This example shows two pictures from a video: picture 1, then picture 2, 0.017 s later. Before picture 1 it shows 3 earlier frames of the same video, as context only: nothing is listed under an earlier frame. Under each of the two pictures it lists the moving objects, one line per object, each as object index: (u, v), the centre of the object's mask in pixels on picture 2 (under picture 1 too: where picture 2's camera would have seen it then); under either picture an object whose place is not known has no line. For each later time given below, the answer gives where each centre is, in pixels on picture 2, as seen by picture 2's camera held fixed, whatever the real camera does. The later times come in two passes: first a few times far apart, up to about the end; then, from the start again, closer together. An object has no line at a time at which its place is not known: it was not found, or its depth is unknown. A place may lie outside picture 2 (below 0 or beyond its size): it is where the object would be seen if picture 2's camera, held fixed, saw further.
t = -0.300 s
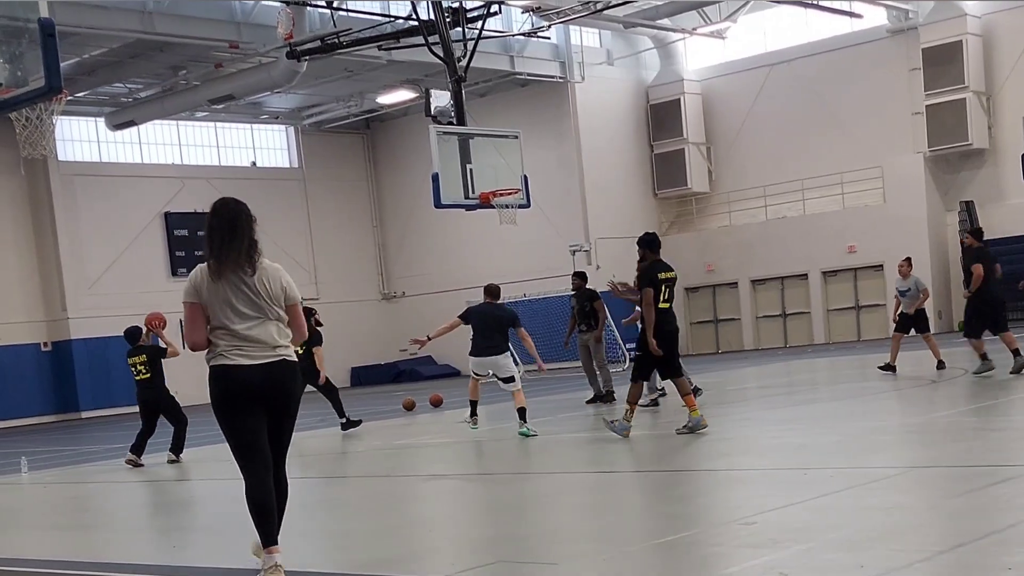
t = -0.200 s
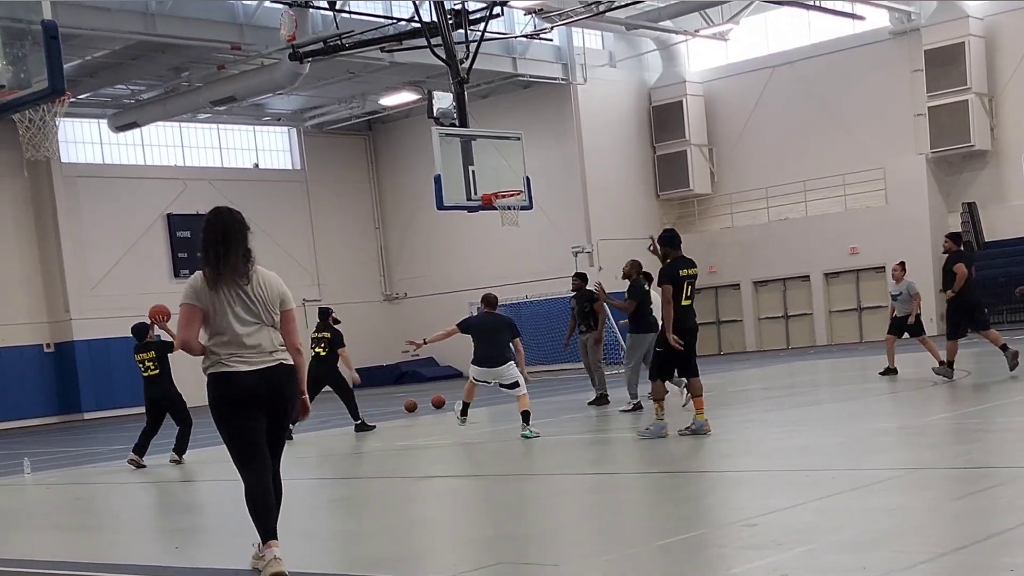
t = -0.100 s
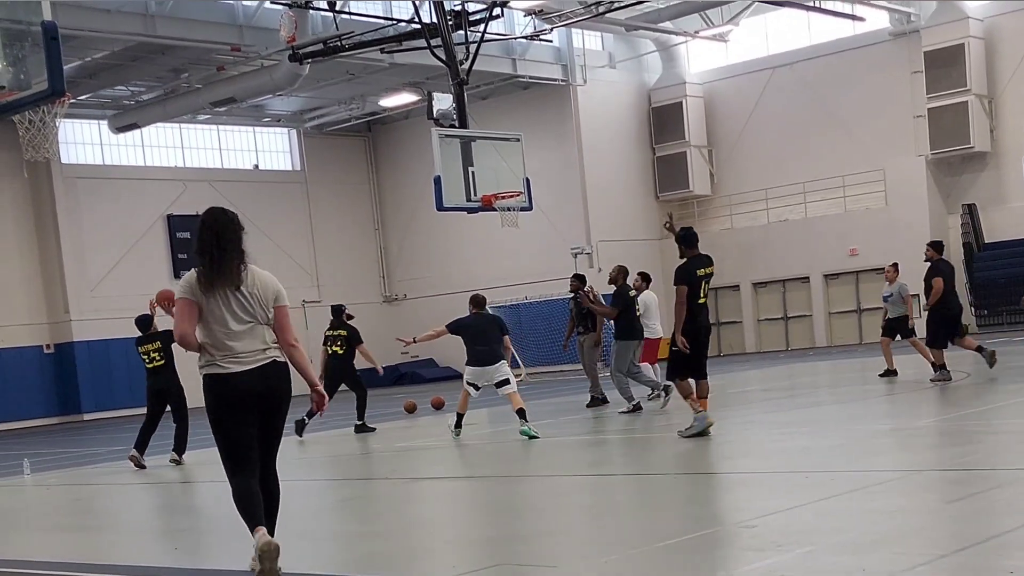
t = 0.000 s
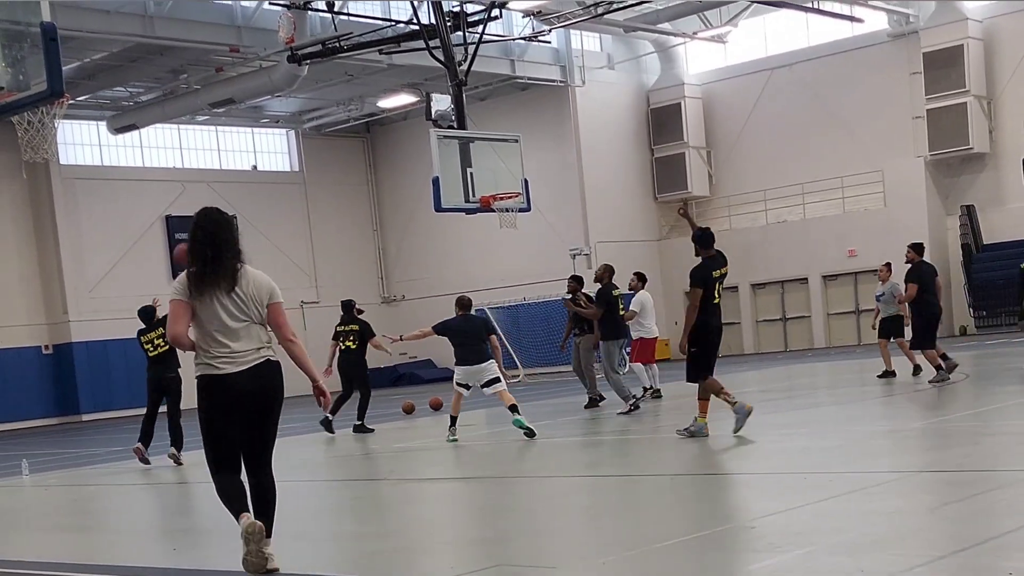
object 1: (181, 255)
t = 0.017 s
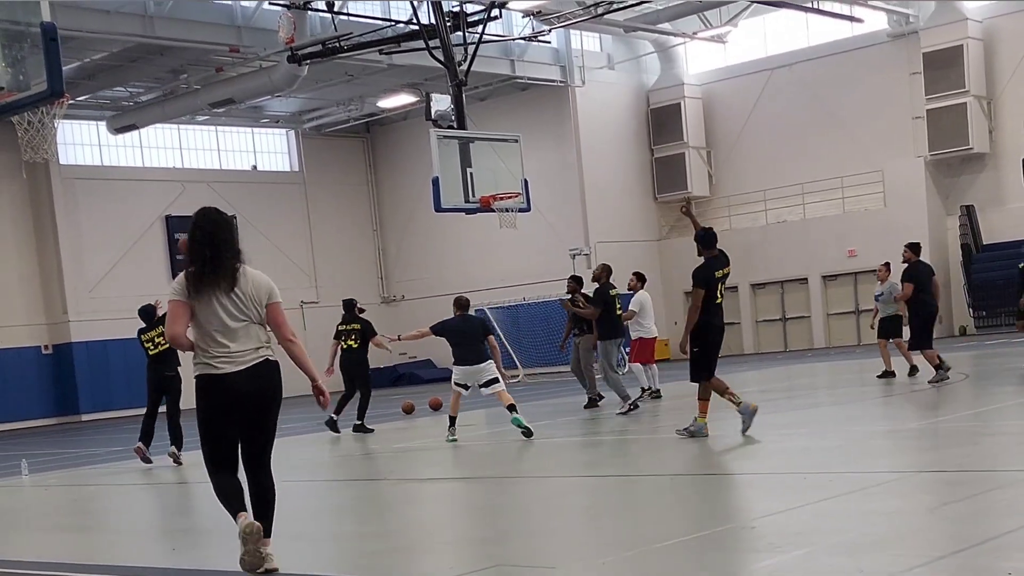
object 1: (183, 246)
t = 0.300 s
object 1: (275, 139)
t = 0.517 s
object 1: (338, 109)
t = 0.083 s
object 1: (212, 206)
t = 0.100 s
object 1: (217, 205)
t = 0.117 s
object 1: (220, 199)
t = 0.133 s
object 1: (226, 193)
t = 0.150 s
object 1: (231, 187)
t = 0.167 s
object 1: (236, 181)
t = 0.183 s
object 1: (241, 175)
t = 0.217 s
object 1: (250, 163)
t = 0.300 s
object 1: (275, 139)
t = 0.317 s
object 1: (280, 136)
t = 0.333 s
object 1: (285, 131)
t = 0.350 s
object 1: (289, 128)
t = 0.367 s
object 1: (295, 125)
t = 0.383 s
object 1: (299, 122)
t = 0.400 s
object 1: (304, 120)
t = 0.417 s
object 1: (309, 118)
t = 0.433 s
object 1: (314, 116)
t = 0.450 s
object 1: (319, 114)
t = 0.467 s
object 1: (323, 113)
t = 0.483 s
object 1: (328, 111)
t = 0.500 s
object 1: (333, 110)
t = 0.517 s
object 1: (338, 109)
